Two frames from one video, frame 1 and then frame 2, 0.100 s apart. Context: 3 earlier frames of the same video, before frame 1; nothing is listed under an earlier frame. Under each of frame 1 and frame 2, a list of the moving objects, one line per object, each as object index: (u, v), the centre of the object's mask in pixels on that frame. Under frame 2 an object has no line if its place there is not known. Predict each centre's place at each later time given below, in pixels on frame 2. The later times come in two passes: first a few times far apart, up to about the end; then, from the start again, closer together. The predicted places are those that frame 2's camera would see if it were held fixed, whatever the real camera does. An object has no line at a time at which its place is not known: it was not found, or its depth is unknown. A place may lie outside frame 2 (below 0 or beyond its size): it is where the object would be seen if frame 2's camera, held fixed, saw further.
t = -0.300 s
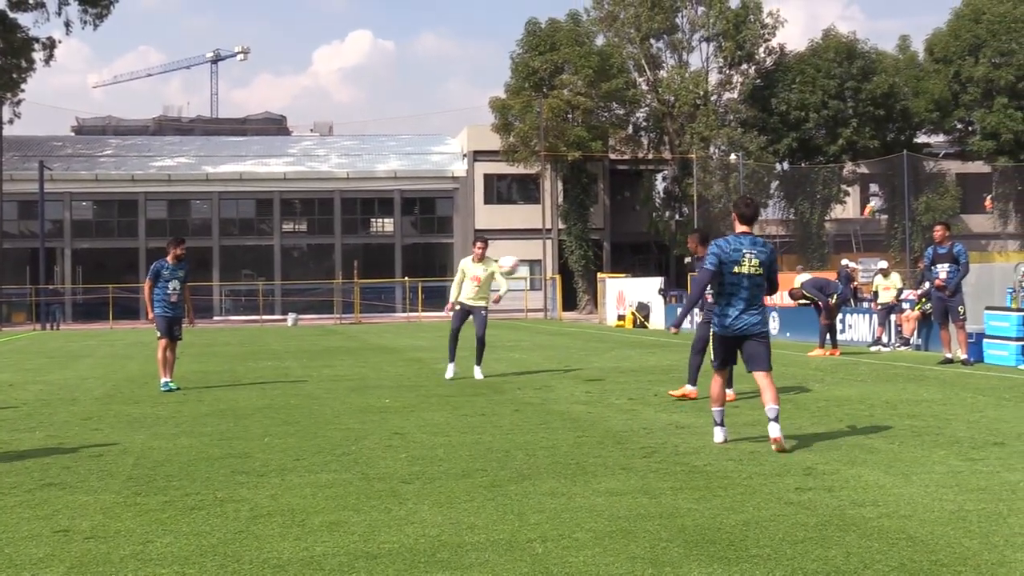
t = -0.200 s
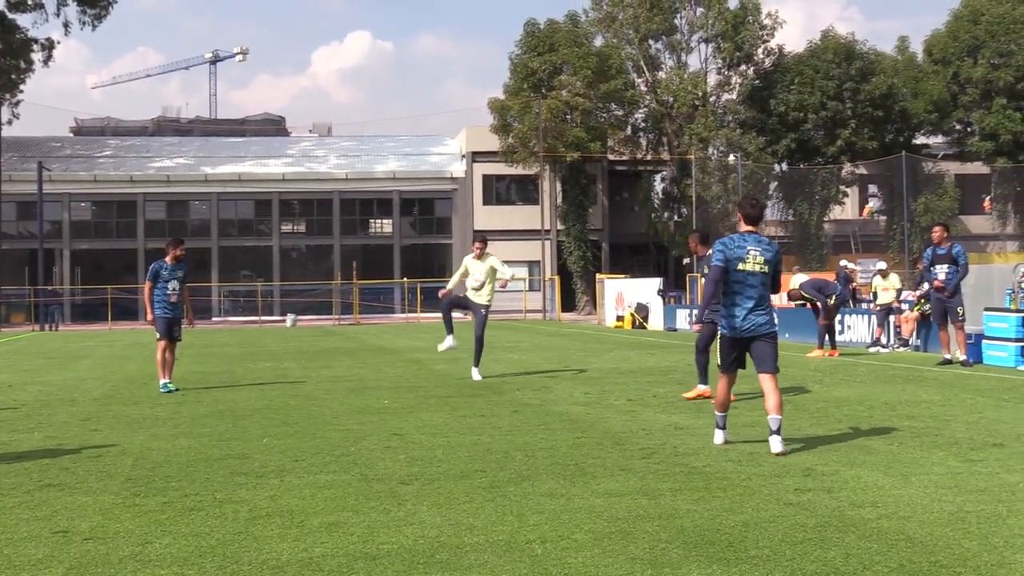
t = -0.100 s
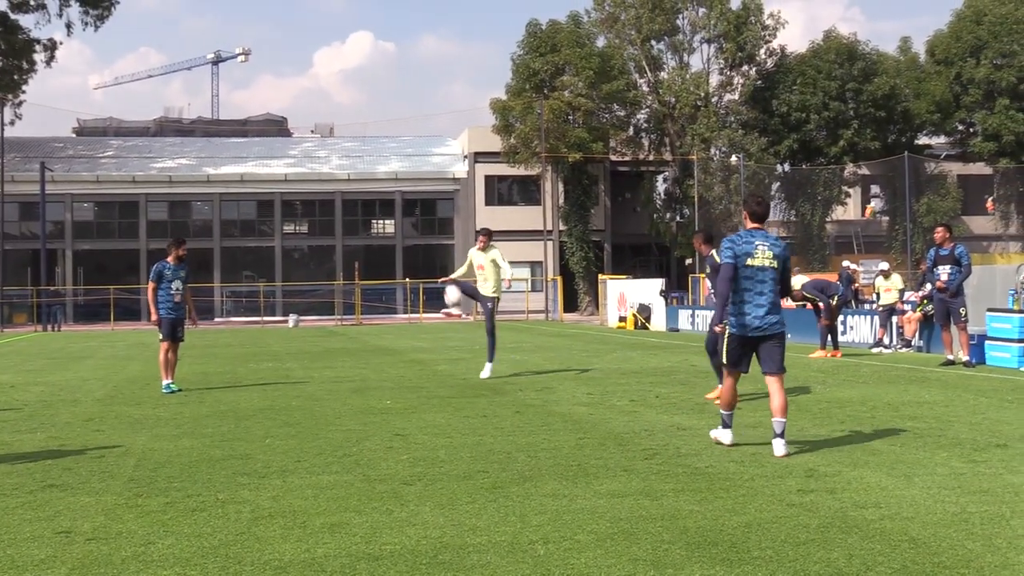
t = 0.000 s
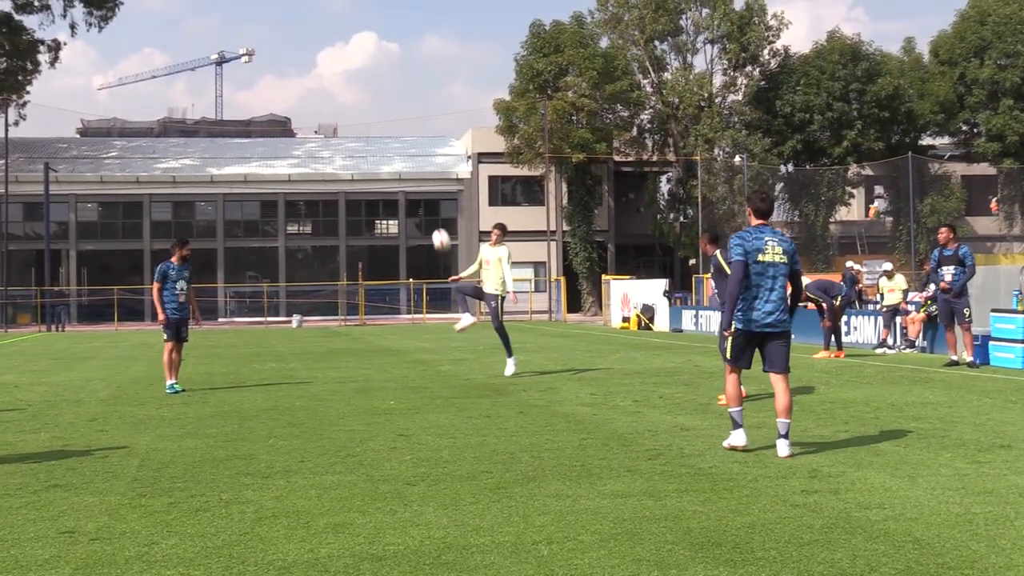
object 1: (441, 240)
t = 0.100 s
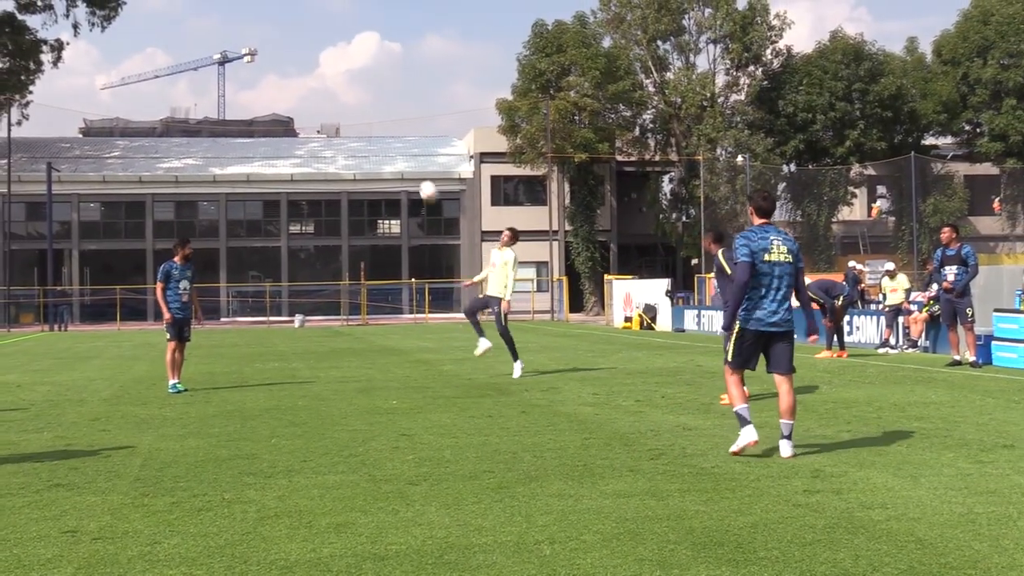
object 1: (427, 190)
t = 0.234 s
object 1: (408, 139)
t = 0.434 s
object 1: (379, 91)
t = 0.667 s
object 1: (347, 73)
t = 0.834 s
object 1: (324, 87)
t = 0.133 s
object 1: (422, 176)
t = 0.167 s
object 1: (419, 163)
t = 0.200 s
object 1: (413, 151)
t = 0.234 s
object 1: (408, 139)
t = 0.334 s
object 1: (394, 111)
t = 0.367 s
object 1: (389, 104)
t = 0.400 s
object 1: (384, 96)
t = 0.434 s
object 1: (379, 91)
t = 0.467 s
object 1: (375, 85)
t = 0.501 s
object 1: (370, 81)
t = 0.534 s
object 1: (366, 77)
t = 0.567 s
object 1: (360, 75)
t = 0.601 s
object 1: (356, 74)
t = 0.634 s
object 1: (351, 73)
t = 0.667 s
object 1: (347, 73)
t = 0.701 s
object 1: (343, 74)
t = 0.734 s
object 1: (338, 76)
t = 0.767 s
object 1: (333, 78)
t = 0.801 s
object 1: (329, 82)
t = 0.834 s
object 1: (324, 87)
